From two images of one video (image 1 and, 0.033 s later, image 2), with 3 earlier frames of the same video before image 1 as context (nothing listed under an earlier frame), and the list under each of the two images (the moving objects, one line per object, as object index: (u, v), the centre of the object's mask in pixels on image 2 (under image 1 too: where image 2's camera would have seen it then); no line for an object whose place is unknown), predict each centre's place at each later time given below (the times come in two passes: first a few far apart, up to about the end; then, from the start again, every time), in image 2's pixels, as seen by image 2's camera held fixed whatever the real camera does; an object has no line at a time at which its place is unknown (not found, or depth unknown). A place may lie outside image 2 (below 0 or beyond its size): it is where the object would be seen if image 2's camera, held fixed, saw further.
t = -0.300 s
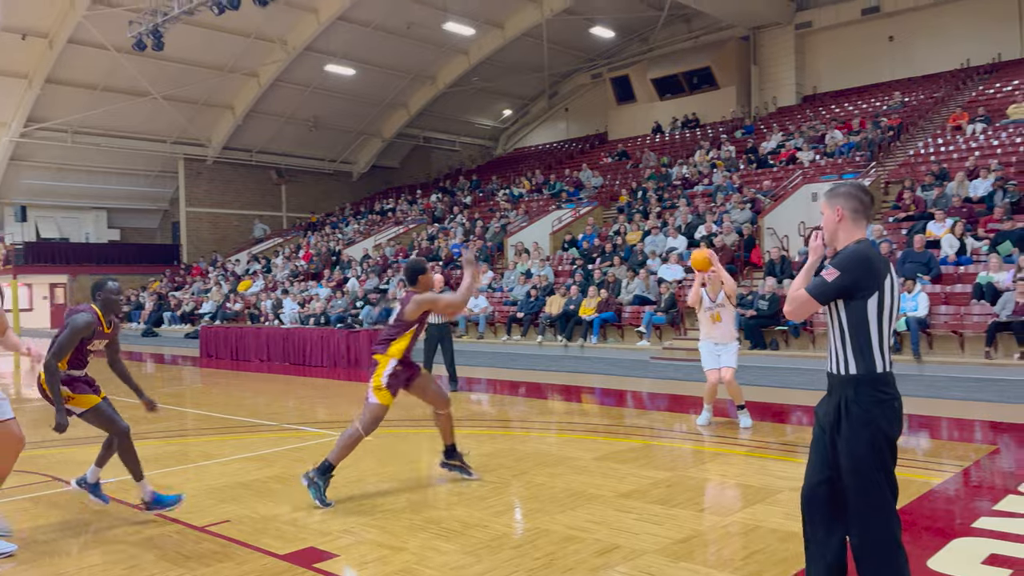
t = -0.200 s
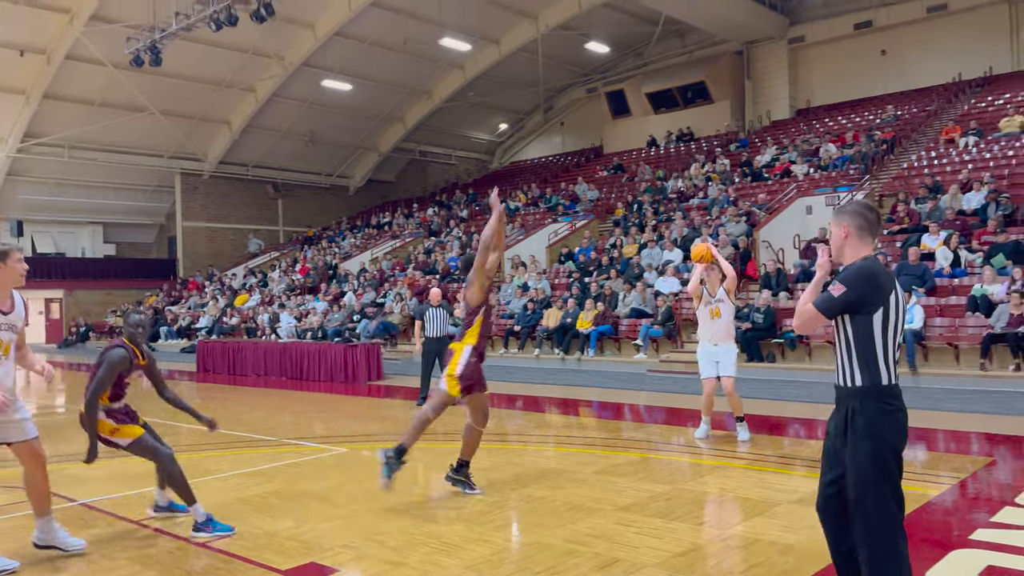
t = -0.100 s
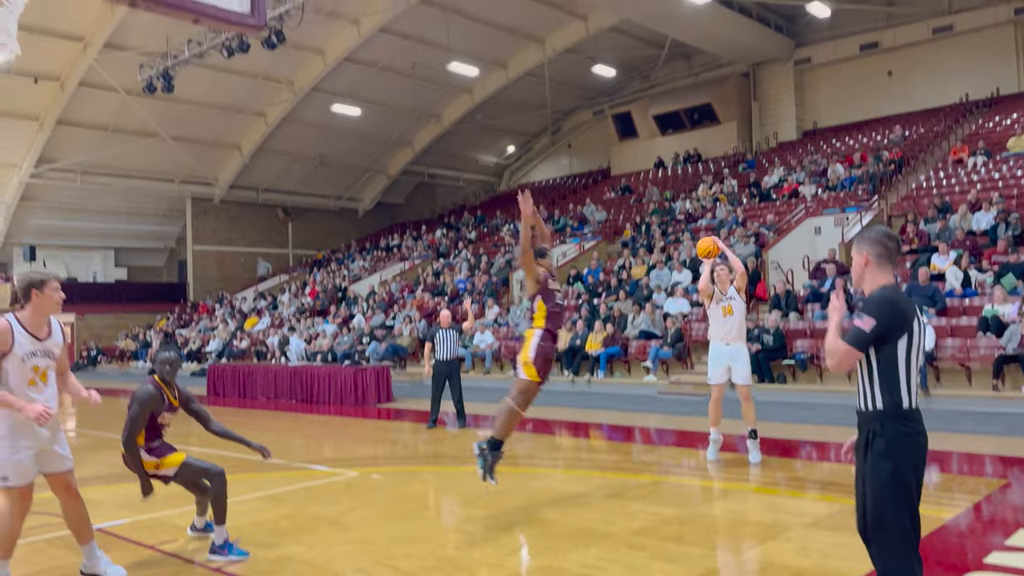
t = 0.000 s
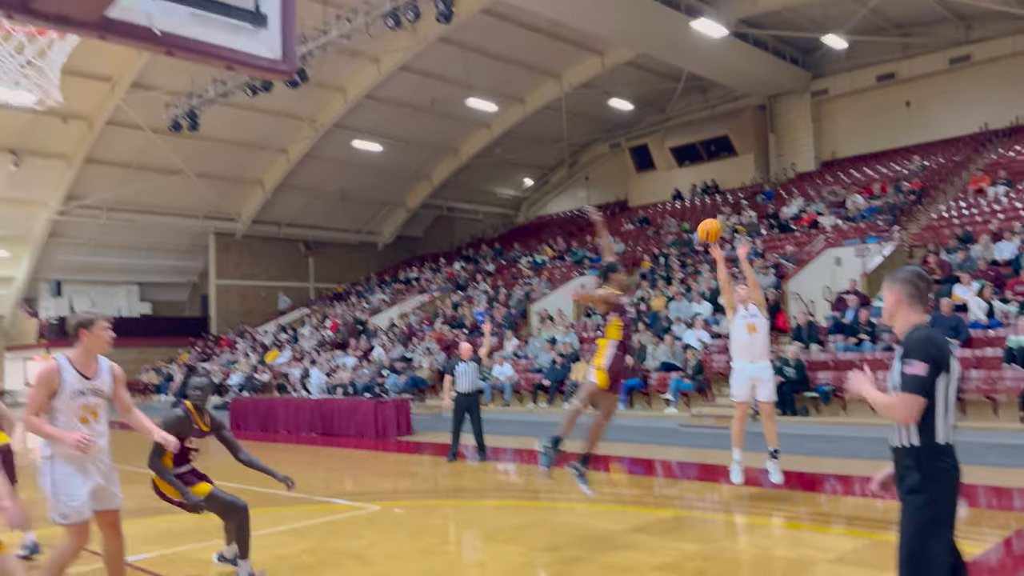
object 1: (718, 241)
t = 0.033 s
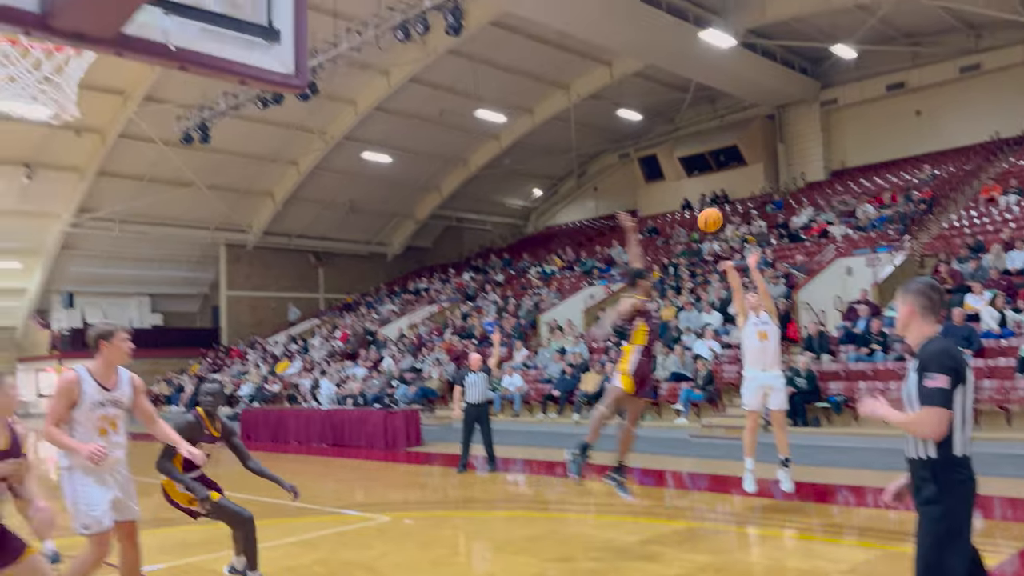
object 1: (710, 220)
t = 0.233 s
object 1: (649, 108)
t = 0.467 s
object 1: (562, 6)
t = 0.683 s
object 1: (461, -52)
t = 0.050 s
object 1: (705, 210)
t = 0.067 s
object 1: (700, 200)
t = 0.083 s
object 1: (696, 190)
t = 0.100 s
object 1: (691, 180)
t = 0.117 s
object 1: (686, 171)
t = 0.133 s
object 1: (681, 161)
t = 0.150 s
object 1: (676, 152)
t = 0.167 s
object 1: (671, 143)
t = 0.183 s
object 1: (665, 134)
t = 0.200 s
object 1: (660, 126)
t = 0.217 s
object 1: (654, 117)
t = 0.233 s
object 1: (649, 108)
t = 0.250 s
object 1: (643, 100)
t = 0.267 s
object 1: (638, 92)
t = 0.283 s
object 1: (632, 84)
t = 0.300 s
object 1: (626, 76)
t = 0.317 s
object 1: (620, 68)
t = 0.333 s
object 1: (614, 60)
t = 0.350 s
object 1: (608, 53)
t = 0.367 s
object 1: (602, 45)
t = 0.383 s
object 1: (596, 39)
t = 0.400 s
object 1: (589, 31)
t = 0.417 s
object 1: (583, 25)
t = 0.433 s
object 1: (576, 19)
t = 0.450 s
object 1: (570, 12)
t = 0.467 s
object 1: (562, 6)
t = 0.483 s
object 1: (556, 0)
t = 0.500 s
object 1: (548, -6)
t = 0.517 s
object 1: (542, -11)
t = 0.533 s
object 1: (534, -17)
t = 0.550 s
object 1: (527, -22)
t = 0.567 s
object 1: (519, -26)
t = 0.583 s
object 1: (511, -32)
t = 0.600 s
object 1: (503, -36)
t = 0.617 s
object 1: (496, -39)
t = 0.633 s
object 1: (487, -43)
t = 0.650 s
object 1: (478, -46)
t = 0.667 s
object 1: (470, -49)
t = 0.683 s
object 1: (461, -52)
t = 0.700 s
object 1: (452, -55)
